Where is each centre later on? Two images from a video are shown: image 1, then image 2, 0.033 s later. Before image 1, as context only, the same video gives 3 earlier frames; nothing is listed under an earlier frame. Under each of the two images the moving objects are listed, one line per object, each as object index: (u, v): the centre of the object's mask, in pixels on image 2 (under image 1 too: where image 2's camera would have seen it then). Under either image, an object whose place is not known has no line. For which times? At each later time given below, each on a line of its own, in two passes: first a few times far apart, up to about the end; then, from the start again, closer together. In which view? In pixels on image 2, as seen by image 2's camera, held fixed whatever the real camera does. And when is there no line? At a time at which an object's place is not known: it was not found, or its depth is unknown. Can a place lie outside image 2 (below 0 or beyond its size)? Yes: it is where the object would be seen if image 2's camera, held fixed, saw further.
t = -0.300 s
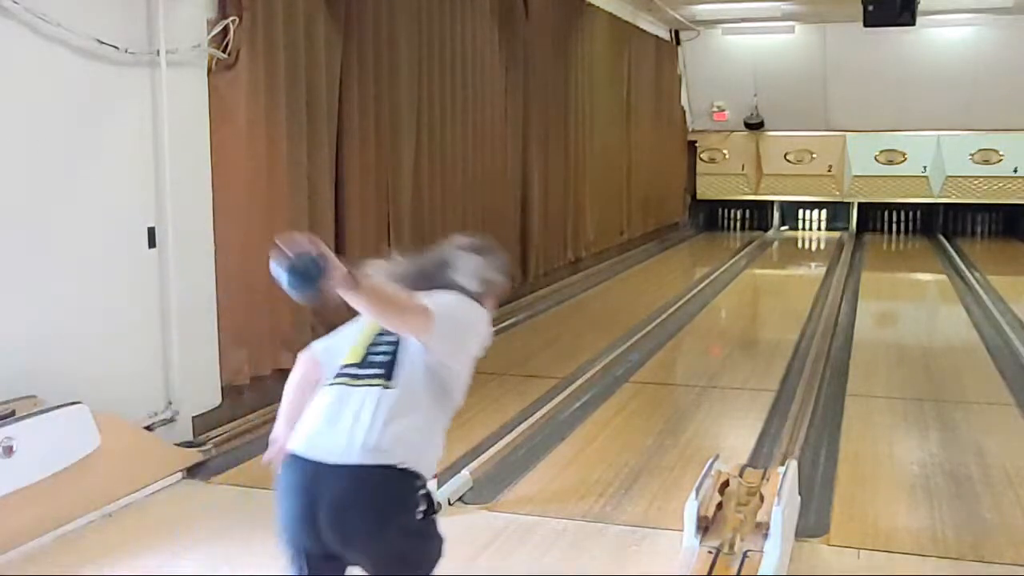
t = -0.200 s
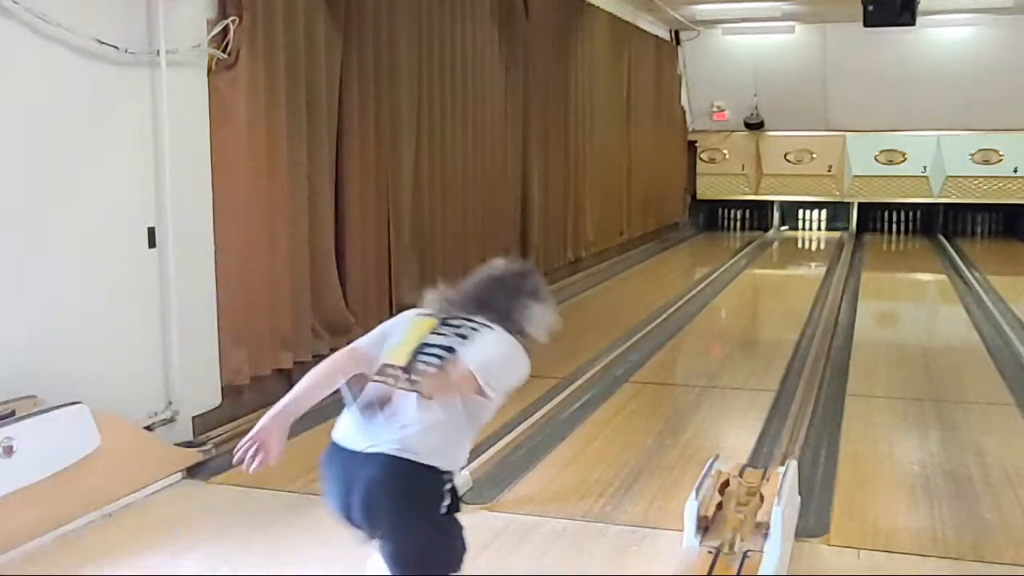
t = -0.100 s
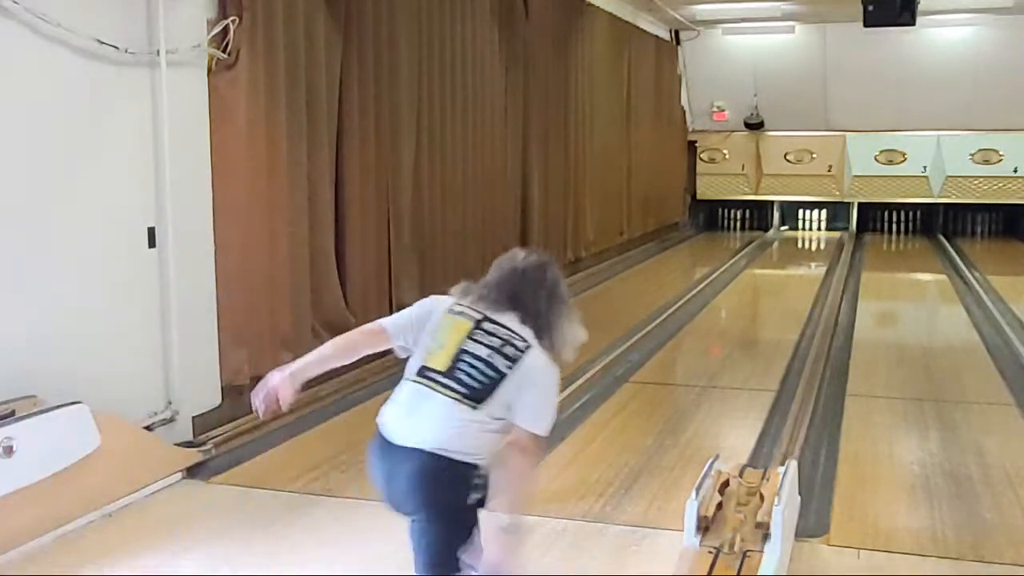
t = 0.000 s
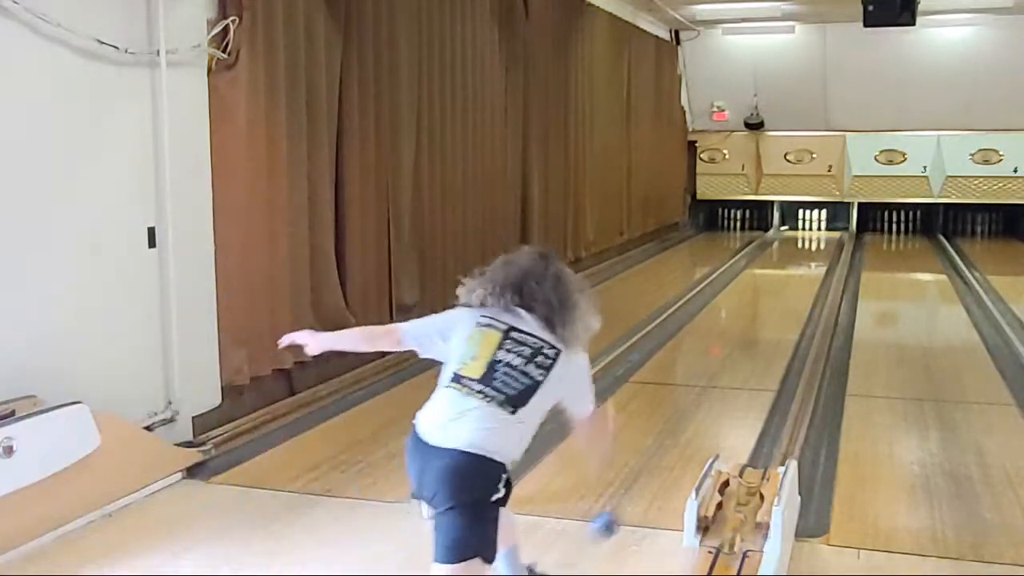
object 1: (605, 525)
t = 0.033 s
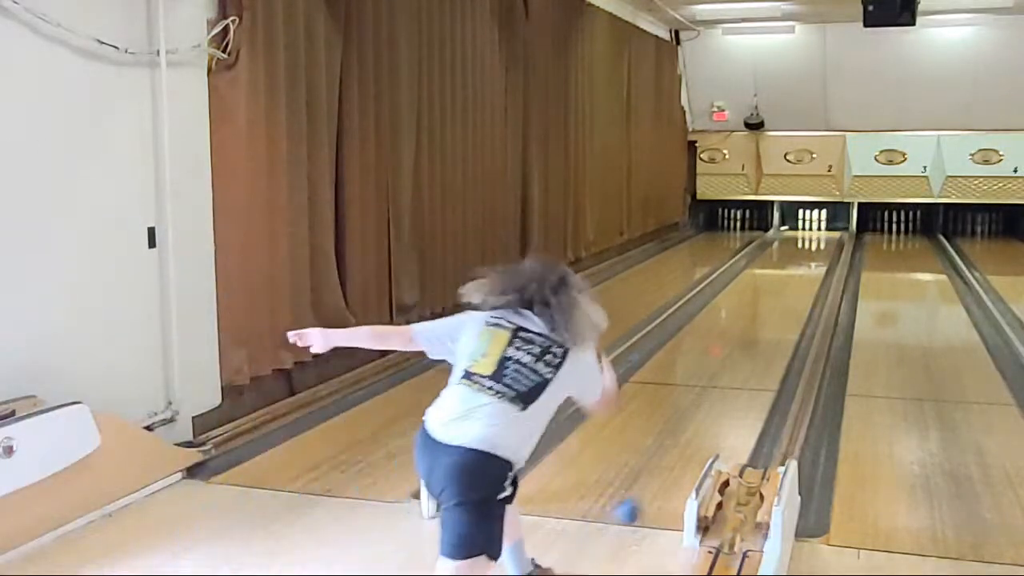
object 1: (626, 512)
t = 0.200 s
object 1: (701, 391)
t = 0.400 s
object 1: (745, 336)
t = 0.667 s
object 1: (777, 291)
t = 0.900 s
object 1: (792, 266)
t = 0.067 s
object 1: (646, 481)
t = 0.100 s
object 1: (664, 450)
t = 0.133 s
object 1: (677, 426)
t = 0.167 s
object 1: (691, 406)
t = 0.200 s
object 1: (701, 391)
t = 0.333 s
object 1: (733, 358)
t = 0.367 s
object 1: (740, 346)
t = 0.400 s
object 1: (745, 336)
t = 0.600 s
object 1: (771, 301)
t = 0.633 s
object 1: (774, 296)
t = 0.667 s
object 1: (777, 291)
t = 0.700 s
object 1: (779, 288)
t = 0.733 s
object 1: (784, 279)
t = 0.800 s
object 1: (786, 275)
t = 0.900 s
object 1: (792, 266)
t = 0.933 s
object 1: (794, 263)
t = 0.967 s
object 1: (796, 260)
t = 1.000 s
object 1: (797, 256)
